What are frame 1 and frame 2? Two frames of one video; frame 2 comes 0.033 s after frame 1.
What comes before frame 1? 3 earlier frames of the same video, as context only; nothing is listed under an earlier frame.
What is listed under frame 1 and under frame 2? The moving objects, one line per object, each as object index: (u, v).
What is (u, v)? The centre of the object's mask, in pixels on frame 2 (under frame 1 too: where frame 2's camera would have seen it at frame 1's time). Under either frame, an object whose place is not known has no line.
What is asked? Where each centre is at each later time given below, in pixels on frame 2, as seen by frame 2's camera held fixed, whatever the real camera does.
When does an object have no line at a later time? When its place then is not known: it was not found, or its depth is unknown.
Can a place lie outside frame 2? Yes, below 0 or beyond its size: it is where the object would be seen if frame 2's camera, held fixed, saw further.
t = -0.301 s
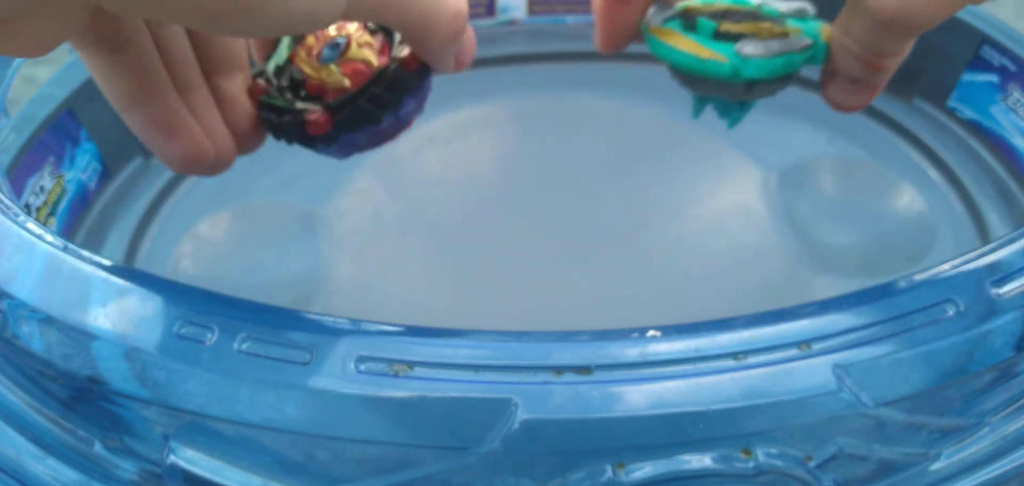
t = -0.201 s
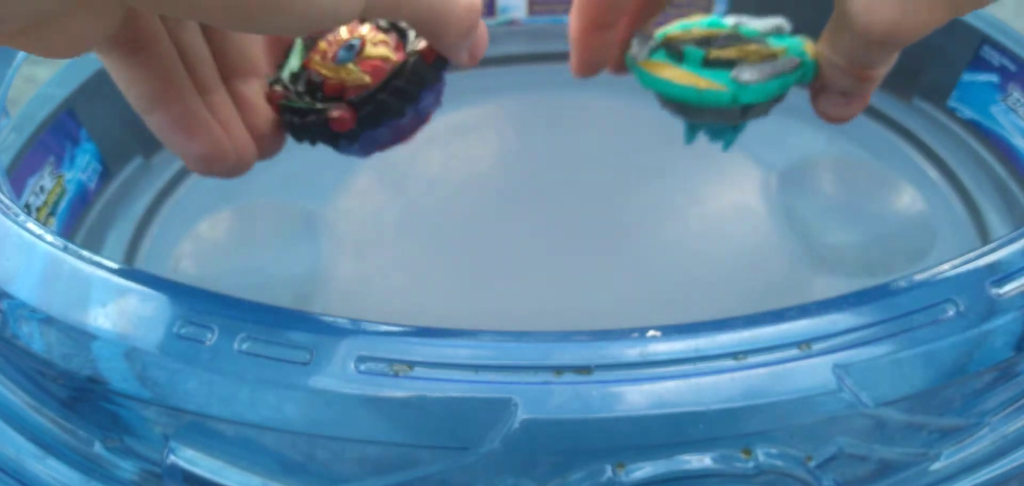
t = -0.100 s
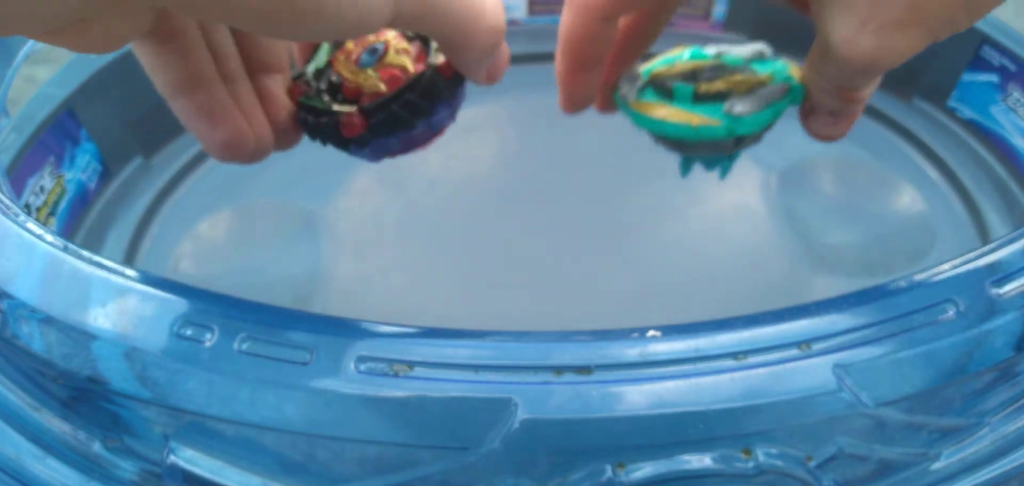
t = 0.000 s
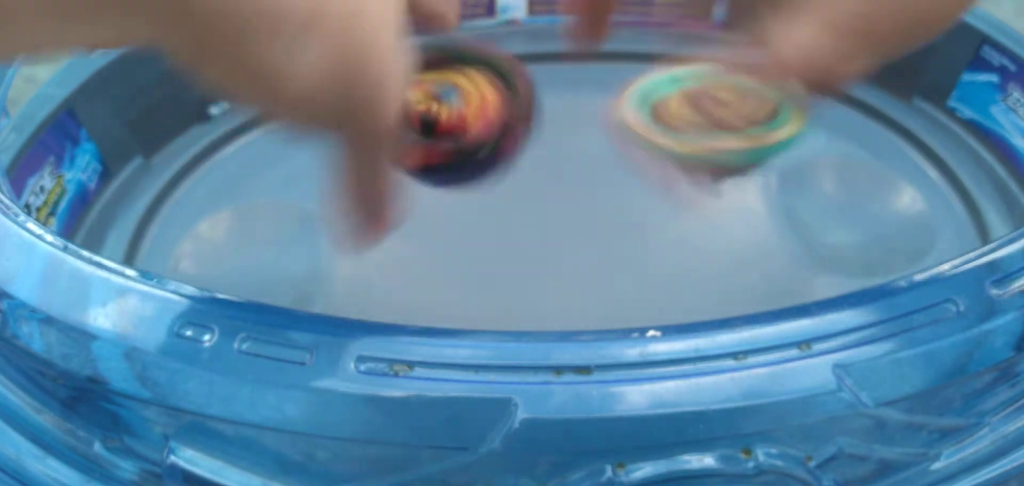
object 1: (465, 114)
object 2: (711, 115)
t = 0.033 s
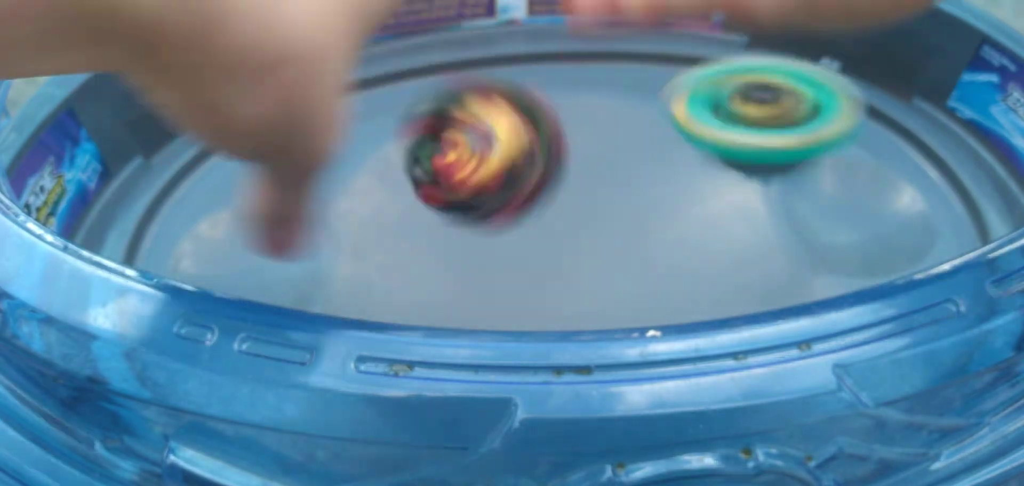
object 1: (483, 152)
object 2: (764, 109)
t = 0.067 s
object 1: (511, 206)
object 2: (812, 131)
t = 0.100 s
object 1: (538, 251)
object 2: (848, 178)
